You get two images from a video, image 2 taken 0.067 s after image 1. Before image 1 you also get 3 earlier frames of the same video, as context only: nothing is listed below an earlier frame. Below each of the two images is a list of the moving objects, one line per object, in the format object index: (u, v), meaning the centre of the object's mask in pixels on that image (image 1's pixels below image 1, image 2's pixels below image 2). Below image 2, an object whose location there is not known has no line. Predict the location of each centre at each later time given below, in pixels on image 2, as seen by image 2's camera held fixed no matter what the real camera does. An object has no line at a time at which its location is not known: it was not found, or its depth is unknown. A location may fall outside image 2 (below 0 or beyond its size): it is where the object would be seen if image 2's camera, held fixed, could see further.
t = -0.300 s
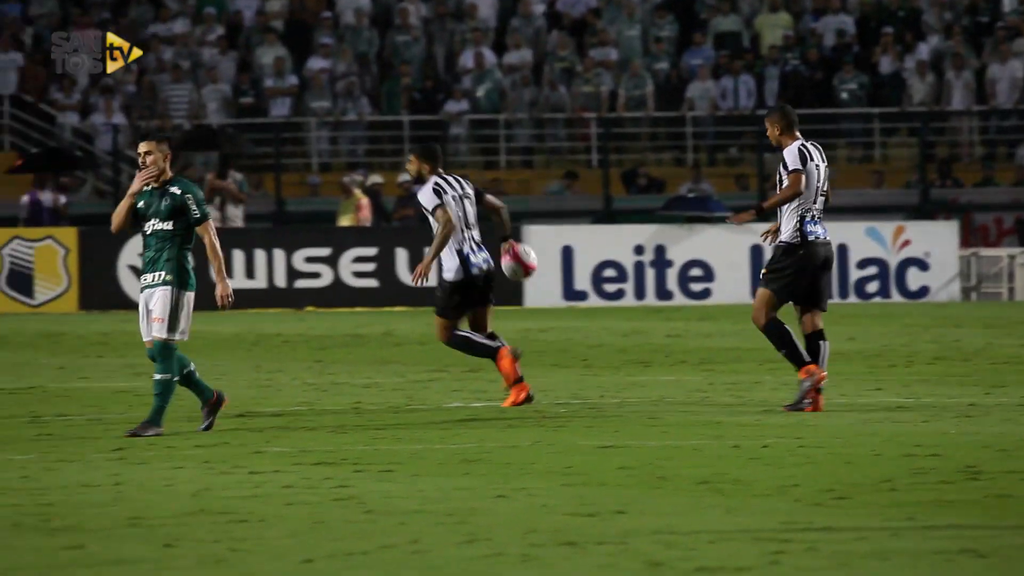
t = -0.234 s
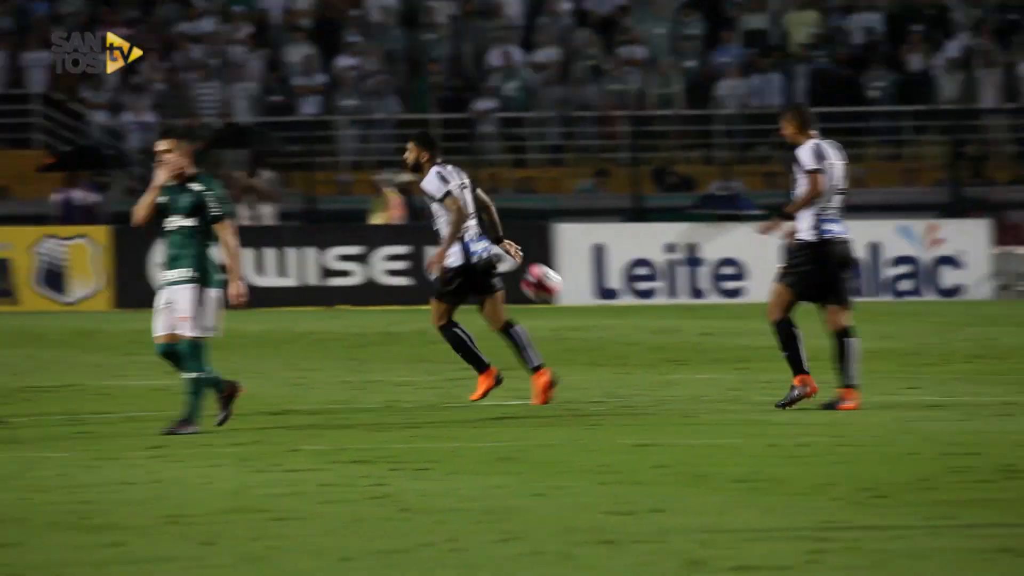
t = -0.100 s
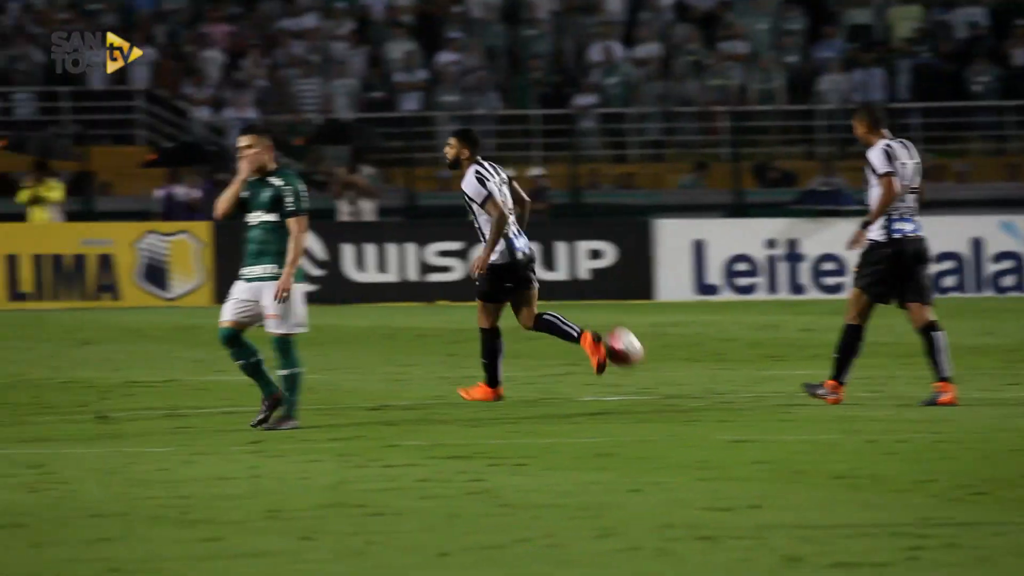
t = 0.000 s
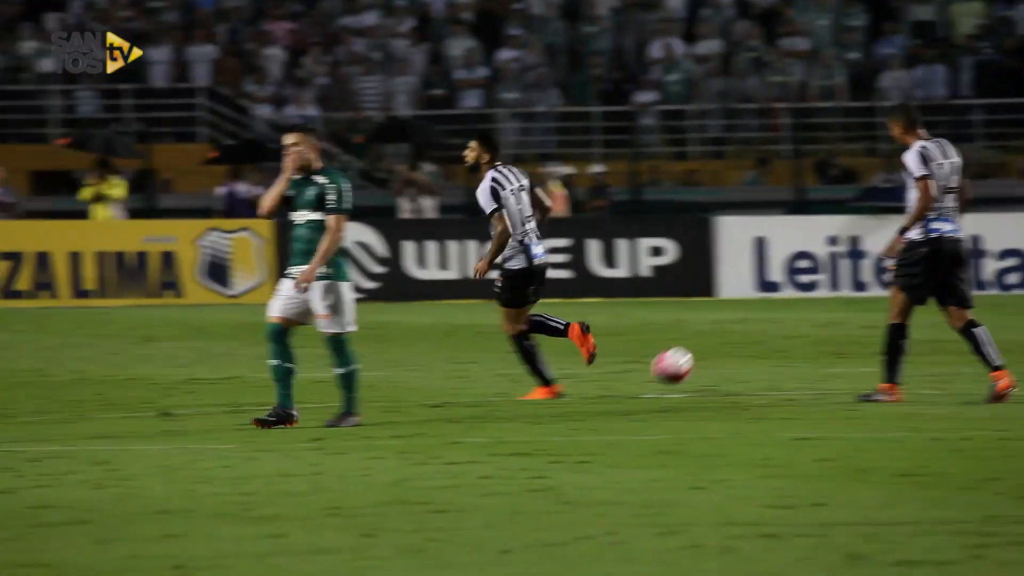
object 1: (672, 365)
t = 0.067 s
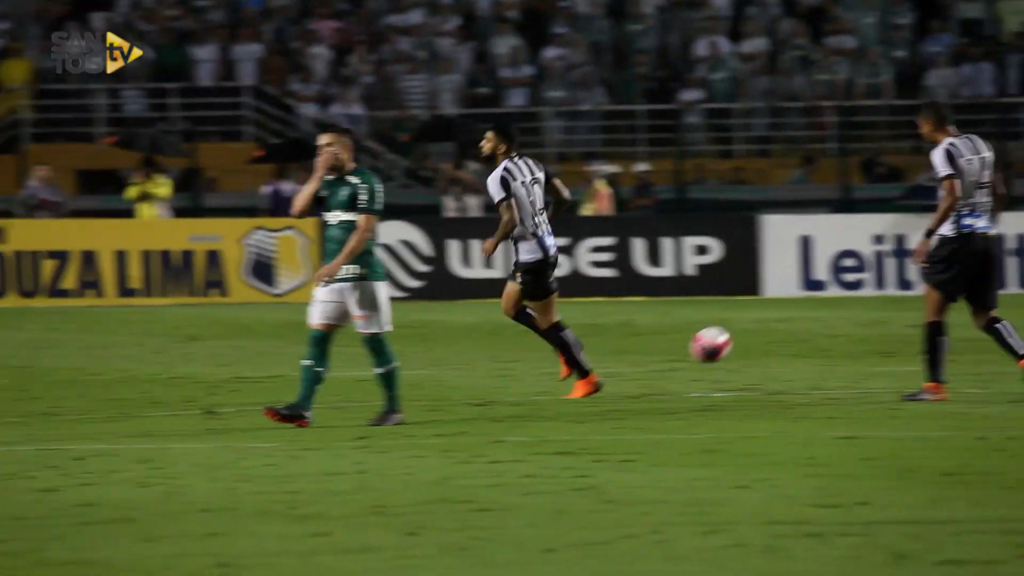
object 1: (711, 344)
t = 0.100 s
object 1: (709, 336)
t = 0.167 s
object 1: (705, 326)
